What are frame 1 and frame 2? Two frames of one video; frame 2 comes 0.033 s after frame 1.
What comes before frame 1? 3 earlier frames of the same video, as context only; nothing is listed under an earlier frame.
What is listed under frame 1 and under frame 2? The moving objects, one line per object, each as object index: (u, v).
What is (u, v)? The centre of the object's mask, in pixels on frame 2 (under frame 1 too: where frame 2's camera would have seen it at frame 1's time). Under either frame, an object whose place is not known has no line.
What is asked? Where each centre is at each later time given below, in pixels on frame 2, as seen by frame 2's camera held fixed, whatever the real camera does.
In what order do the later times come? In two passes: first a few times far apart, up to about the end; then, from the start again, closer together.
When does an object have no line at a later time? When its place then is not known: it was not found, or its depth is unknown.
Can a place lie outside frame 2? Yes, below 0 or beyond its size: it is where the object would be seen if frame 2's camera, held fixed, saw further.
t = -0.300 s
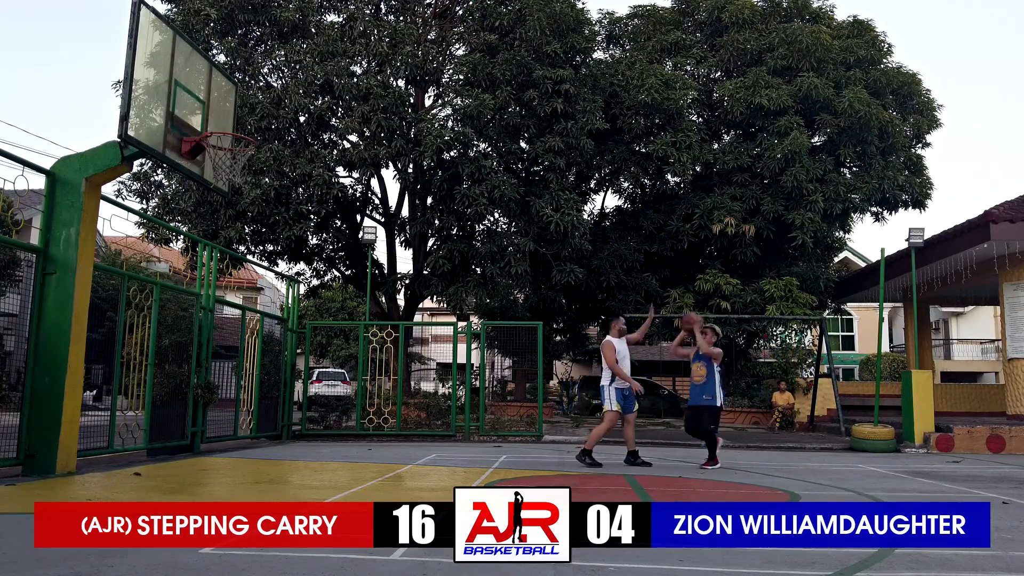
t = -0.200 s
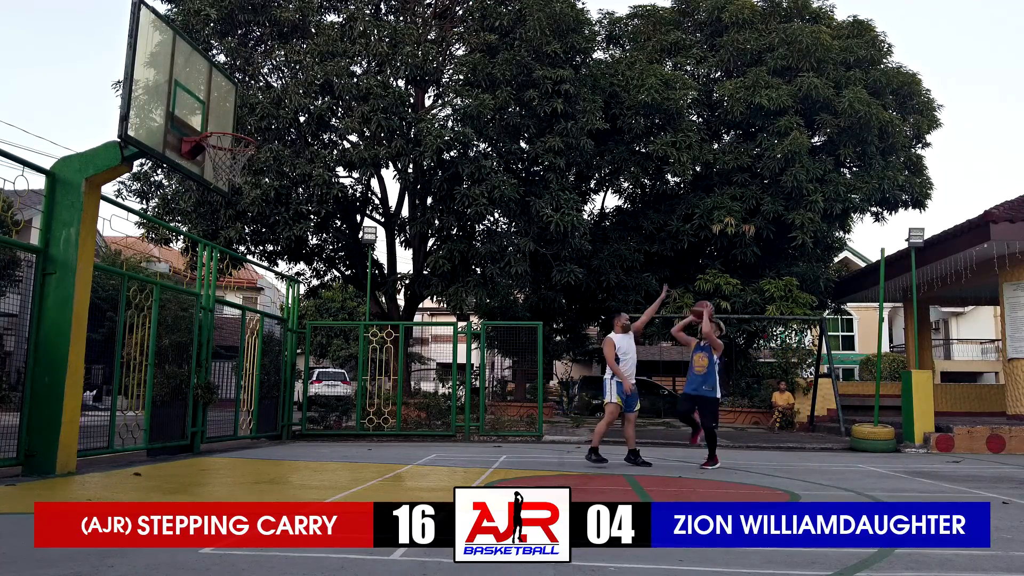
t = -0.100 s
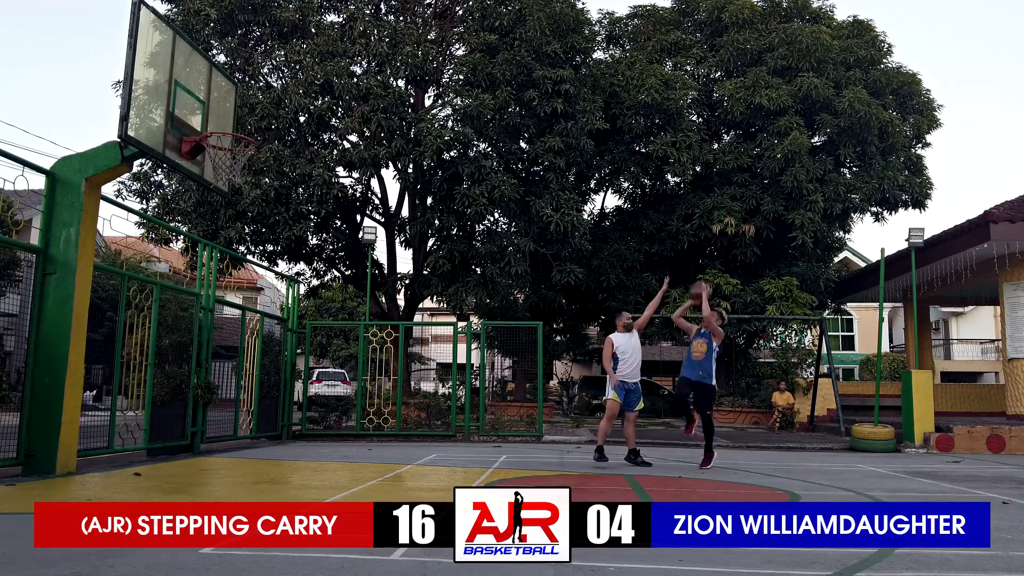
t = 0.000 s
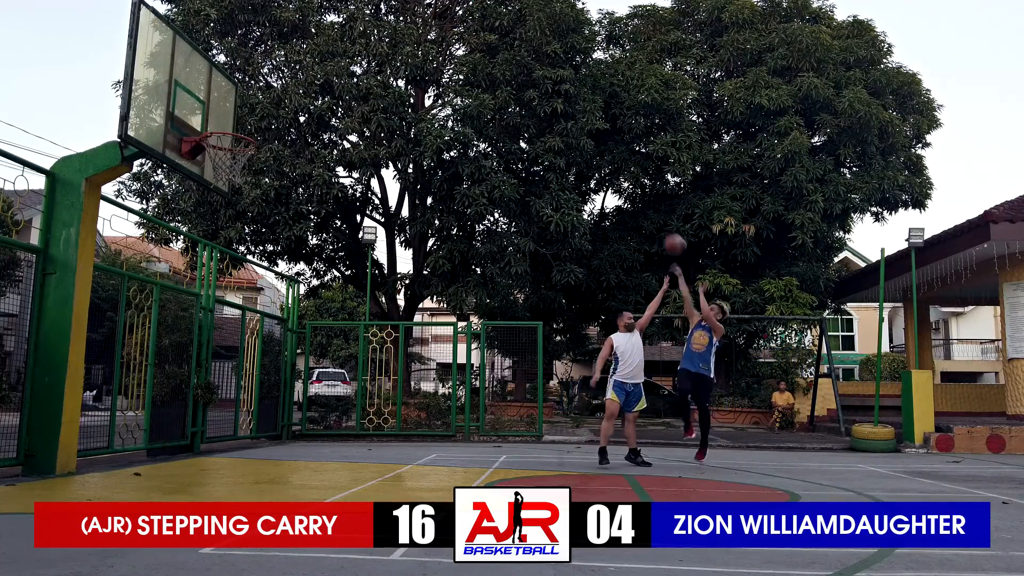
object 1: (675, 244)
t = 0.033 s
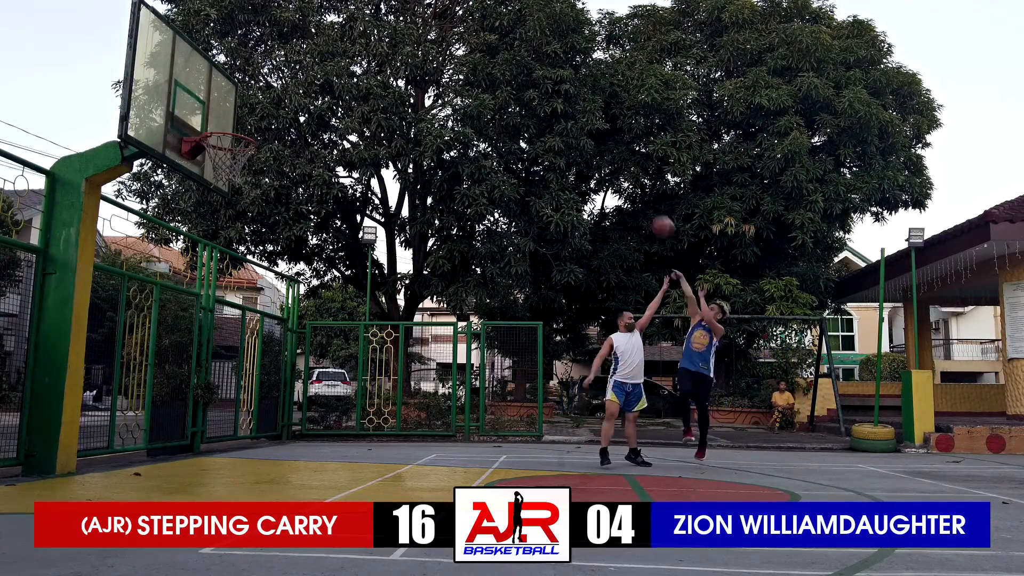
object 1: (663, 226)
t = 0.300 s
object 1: (569, 116)
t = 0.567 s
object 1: (470, 60)
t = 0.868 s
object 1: (345, 68)
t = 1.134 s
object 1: (234, 140)
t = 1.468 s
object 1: (320, 218)
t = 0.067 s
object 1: (651, 210)
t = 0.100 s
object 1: (640, 194)
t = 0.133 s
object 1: (627, 178)
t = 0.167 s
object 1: (616, 164)
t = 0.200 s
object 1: (604, 151)
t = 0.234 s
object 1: (592, 139)
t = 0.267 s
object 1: (580, 127)
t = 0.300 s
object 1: (569, 116)
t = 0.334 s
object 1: (557, 107)
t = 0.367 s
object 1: (545, 97)
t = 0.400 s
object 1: (531, 88)
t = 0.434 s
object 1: (520, 81)
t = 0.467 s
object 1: (507, 74)
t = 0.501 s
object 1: (496, 68)
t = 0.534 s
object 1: (483, 63)
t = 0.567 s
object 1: (470, 60)
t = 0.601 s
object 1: (456, 57)
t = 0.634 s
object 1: (443, 55)
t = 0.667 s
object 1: (430, 54)
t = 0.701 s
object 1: (416, 55)
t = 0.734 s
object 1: (403, 55)
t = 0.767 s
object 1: (388, 57)
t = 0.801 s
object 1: (375, 60)
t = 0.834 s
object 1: (360, 64)
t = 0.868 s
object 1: (345, 68)
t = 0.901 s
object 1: (330, 74)
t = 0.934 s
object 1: (318, 82)
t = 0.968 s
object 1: (300, 90)
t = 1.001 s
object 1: (285, 99)
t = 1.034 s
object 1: (269, 110)
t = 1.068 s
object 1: (253, 122)
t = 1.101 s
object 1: (241, 132)
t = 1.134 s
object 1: (234, 140)
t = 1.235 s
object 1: (248, 159)
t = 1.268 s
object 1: (253, 167)
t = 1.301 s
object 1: (265, 172)
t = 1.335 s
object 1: (276, 179)
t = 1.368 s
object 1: (287, 189)
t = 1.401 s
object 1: (298, 196)
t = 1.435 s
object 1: (309, 208)
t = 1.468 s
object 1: (320, 218)
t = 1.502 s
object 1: (331, 231)
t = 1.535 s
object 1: (342, 244)
